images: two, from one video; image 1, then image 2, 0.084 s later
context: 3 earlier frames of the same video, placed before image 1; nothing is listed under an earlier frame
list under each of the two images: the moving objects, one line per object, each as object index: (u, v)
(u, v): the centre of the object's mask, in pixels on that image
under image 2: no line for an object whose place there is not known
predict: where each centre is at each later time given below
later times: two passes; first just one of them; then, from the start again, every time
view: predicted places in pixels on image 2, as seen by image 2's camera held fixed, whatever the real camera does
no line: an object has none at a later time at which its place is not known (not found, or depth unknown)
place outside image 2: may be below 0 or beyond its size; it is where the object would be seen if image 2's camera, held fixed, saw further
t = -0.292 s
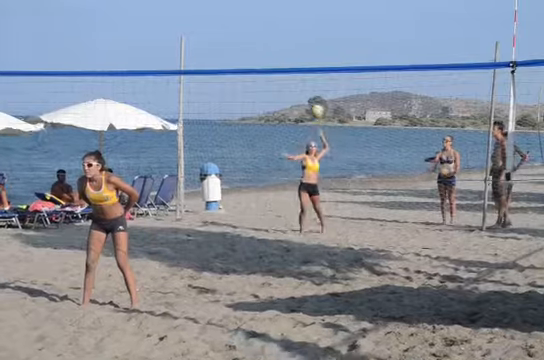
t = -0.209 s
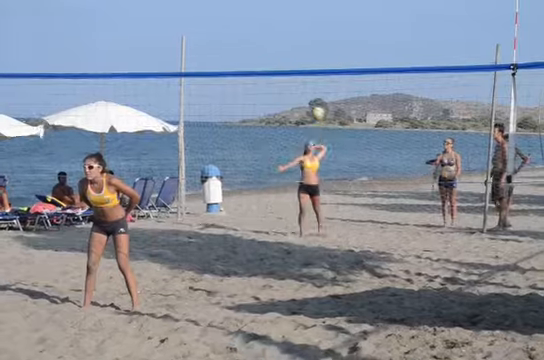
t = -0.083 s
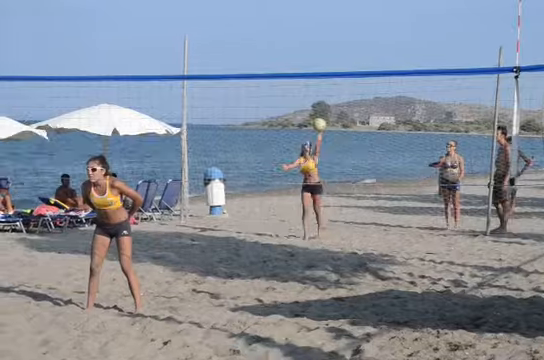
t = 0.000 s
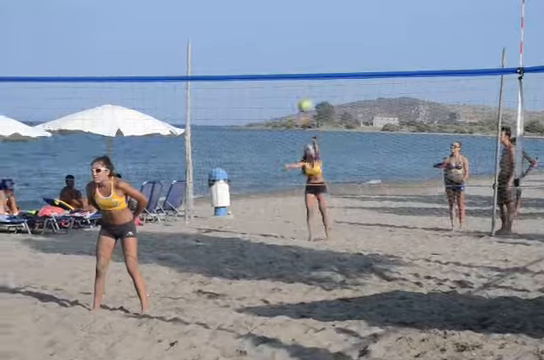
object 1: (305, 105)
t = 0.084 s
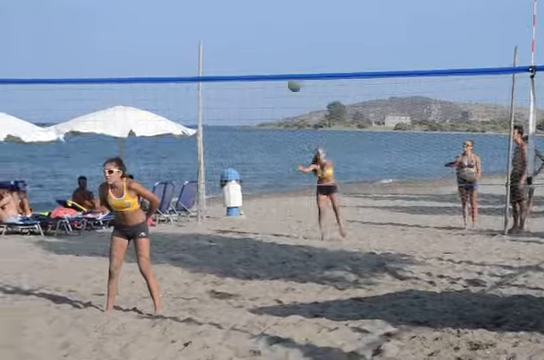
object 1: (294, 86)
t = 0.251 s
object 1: (251, 51)
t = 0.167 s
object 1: (273, 66)
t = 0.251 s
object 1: (251, 51)
